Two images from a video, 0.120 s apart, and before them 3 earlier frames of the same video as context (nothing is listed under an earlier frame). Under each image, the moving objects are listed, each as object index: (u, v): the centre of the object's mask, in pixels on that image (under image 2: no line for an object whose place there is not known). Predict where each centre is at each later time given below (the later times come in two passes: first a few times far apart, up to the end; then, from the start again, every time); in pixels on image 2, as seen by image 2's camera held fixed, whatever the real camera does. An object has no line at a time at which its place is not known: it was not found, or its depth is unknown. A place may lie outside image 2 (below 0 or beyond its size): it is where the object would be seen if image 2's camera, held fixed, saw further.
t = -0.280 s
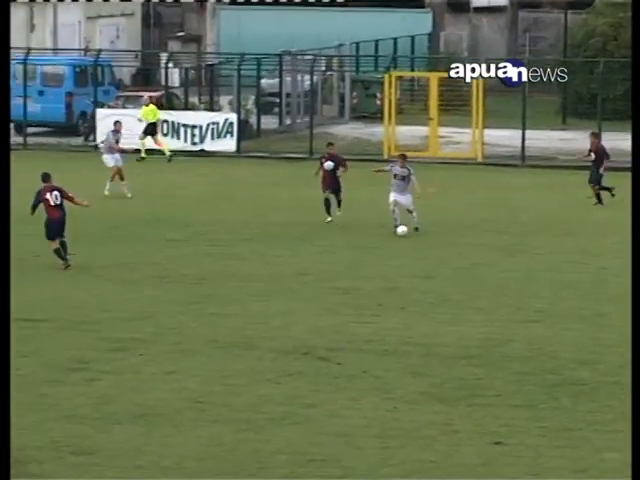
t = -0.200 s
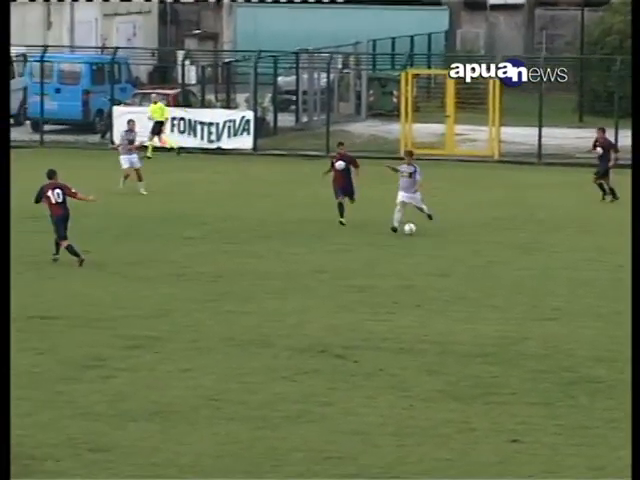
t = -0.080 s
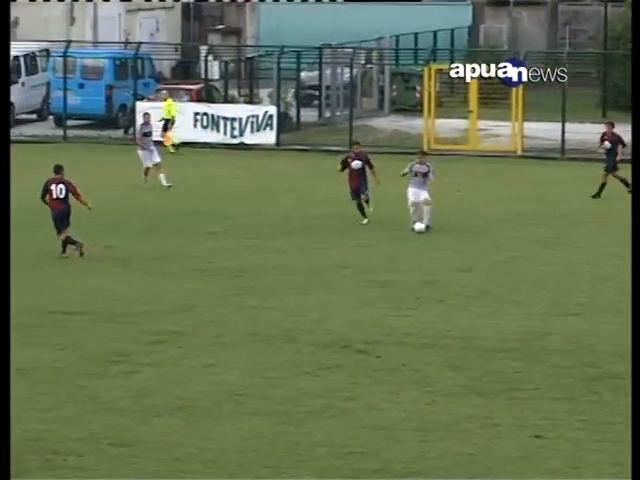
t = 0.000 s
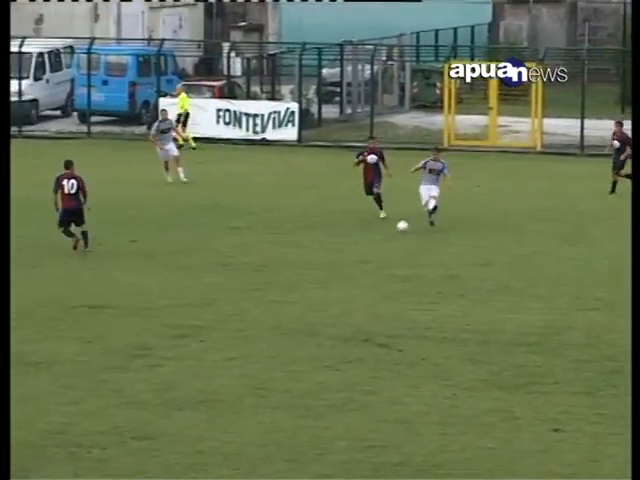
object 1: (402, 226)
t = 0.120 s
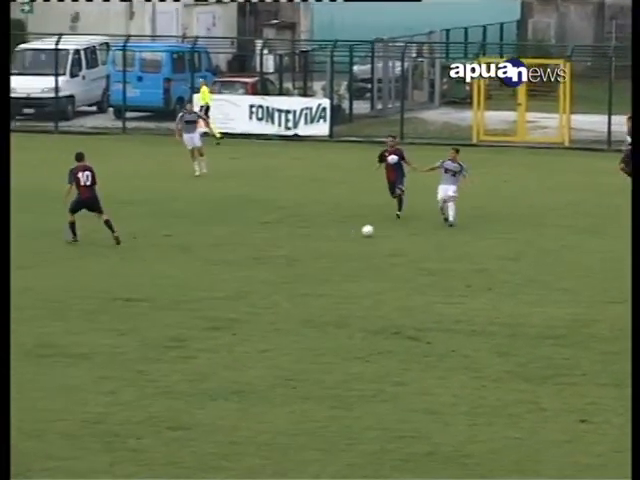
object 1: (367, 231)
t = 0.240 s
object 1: (303, 235)
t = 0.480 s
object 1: (174, 256)
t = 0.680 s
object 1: (68, 267)
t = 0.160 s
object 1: (345, 233)
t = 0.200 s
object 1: (324, 234)
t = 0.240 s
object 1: (303, 235)
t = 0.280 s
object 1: (281, 238)
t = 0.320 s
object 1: (259, 243)
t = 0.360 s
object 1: (238, 248)
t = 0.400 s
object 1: (216, 250)
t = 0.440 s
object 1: (195, 253)
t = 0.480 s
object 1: (174, 256)
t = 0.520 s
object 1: (153, 258)
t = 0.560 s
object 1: (132, 257)
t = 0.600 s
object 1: (111, 259)
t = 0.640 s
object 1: (89, 262)
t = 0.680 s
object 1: (68, 267)
